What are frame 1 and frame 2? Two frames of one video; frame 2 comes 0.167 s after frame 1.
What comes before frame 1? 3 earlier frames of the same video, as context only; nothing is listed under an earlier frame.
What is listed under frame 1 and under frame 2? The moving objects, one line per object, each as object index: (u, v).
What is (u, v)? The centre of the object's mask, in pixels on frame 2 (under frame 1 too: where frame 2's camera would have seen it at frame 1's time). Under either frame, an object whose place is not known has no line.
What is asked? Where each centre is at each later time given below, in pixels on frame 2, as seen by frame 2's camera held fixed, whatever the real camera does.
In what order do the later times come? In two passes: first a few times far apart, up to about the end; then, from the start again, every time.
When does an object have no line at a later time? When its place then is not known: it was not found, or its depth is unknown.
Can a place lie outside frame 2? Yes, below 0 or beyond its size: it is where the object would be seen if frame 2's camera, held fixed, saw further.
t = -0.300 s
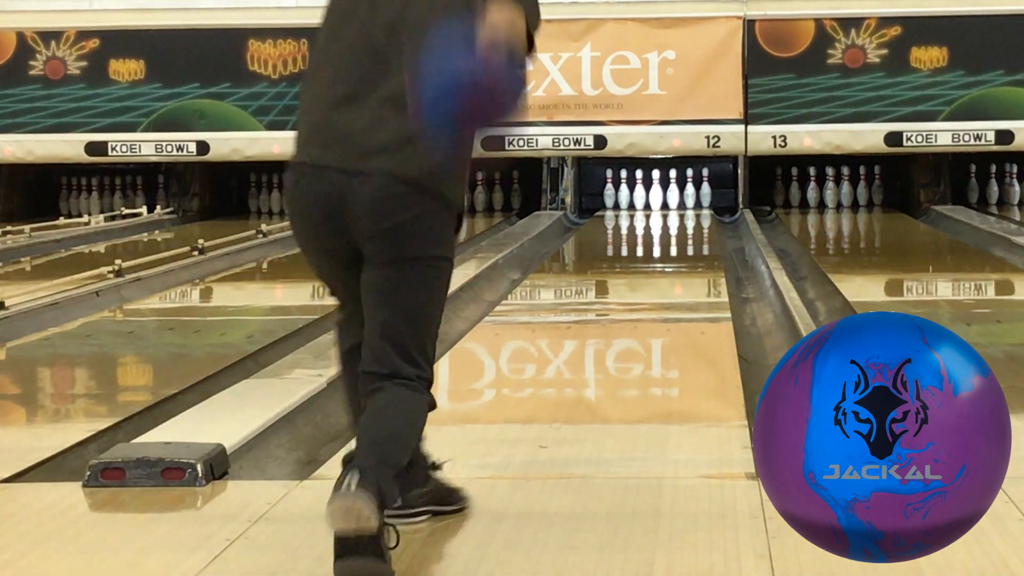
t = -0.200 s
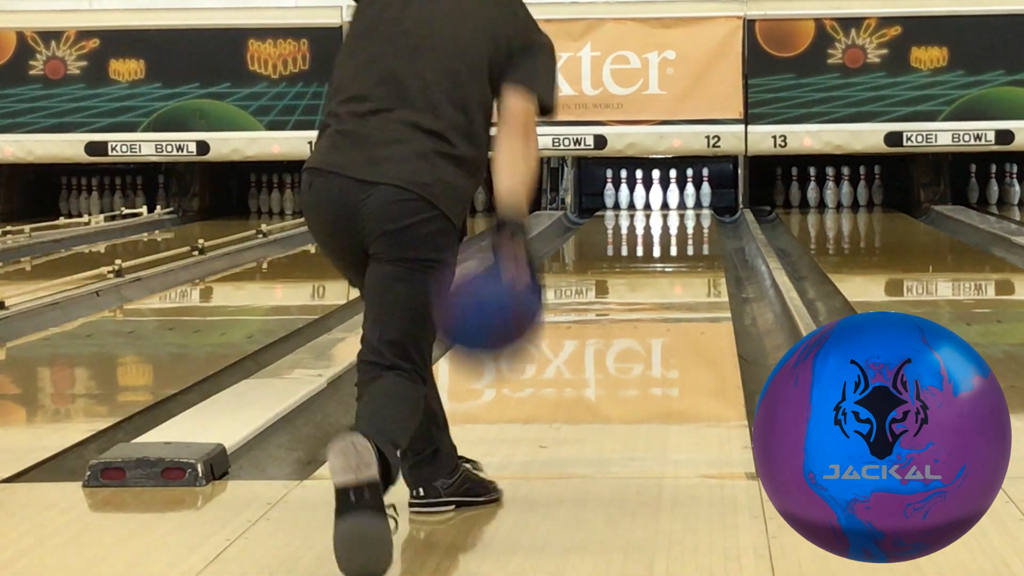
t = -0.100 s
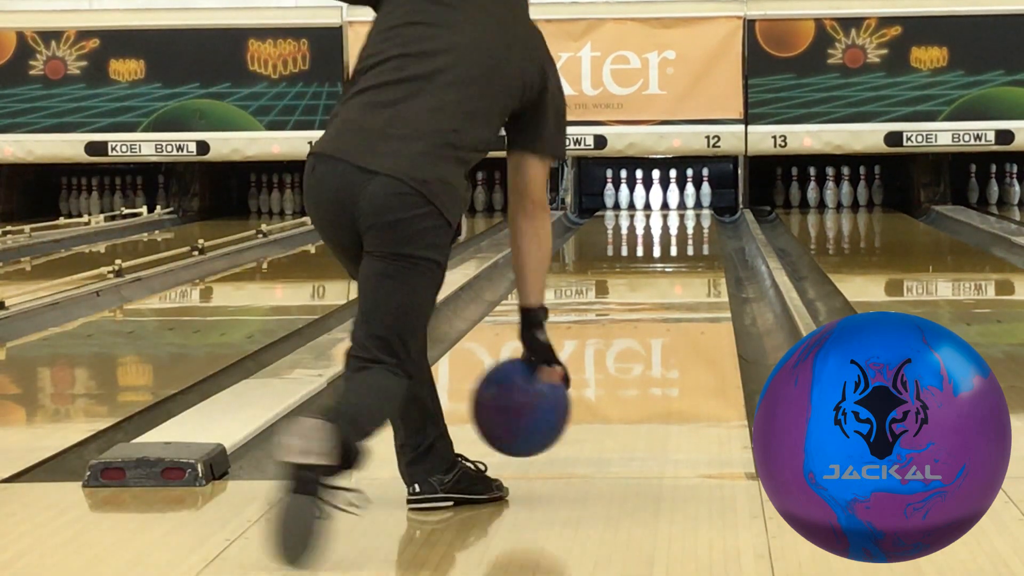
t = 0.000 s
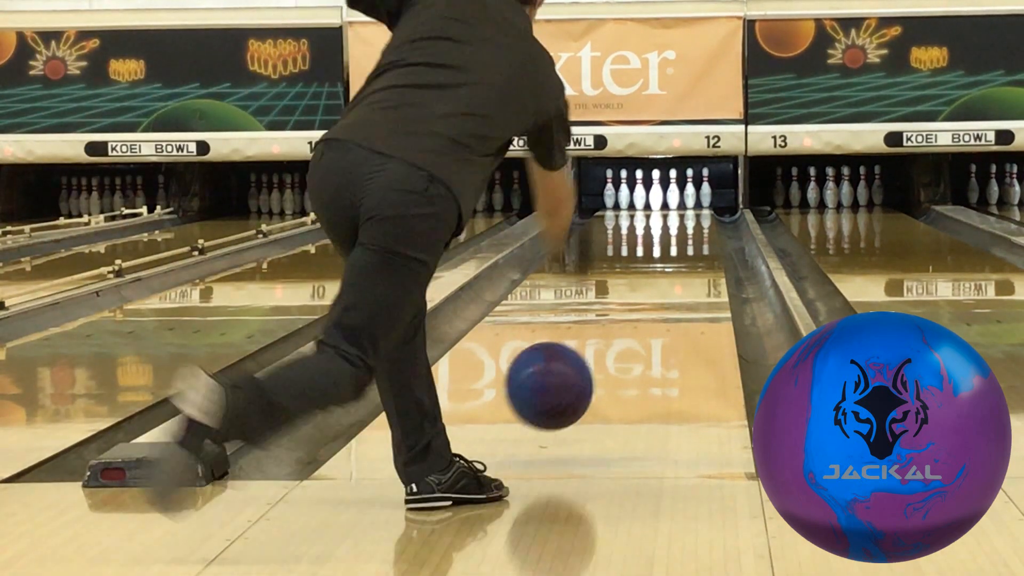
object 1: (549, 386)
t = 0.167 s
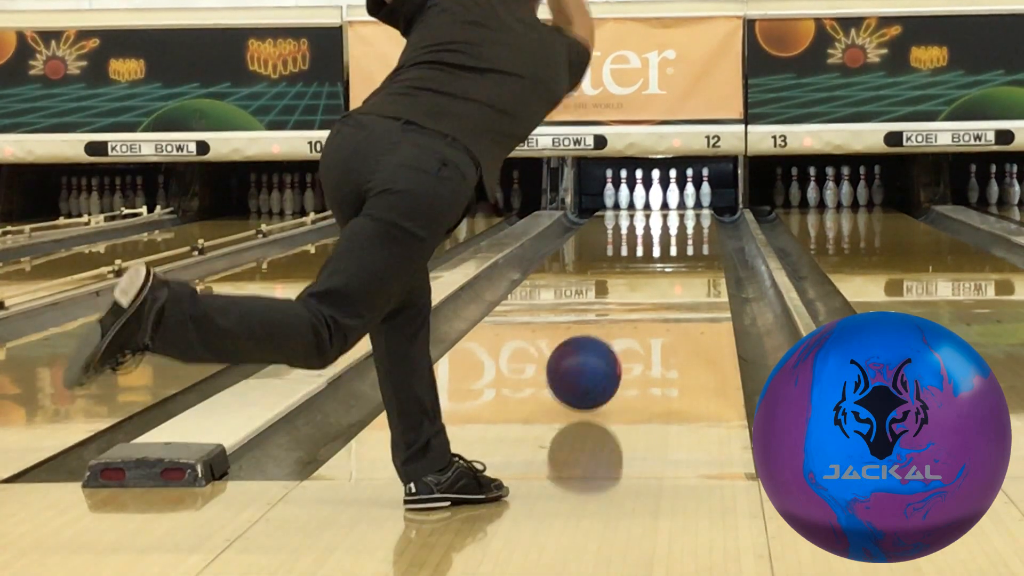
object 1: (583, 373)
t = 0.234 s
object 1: (595, 362)
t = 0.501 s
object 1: (628, 317)
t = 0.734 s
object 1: (648, 290)
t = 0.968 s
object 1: (662, 269)
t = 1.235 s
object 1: (675, 250)
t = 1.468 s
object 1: (682, 238)
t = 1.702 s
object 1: (686, 228)
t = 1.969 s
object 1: (688, 219)
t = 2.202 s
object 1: (685, 212)
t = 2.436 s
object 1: (678, 206)
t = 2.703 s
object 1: (667, 201)
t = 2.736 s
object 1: (666, 201)
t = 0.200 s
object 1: (589, 367)
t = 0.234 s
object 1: (595, 362)
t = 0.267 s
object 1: (599, 357)
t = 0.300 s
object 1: (604, 349)
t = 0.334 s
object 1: (609, 344)
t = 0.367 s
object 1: (613, 338)
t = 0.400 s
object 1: (617, 332)
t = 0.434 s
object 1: (621, 327)
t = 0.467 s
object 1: (624, 322)
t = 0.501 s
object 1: (628, 317)
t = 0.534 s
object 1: (631, 313)
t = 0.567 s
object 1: (634, 308)
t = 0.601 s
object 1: (637, 304)
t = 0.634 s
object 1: (640, 300)
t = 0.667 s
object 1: (643, 297)
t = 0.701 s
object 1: (645, 293)
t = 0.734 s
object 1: (648, 290)
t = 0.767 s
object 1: (650, 287)
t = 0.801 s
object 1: (652, 283)
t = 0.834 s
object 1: (654, 280)
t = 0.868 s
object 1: (656, 277)
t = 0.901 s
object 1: (658, 274)
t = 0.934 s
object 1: (661, 272)
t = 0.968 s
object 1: (662, 269)
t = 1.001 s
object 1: (664, 266)
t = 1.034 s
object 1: (666, 264)
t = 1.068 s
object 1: (667, 261)
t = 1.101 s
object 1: (669, 259)
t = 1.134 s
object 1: (670, 257)
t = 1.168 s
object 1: (672, 254)
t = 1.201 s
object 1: (673, 252)
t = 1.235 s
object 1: (675, 250)
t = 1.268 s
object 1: (676, 248)
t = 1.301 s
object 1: (677, 246)
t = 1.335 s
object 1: (679, 244)
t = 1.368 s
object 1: (680, 242)
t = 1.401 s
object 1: (681, 241)
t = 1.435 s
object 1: (681, 239)
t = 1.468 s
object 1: (682, 238)
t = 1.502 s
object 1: (683, 236)
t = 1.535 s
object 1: (684, 235)
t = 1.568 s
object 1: (684, 234)
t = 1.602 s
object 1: (685, 232)
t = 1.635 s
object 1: (685, 231)
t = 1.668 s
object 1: (686, 230)
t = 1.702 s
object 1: (686, 228)
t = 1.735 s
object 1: (687, 227)
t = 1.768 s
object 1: (687, 226)
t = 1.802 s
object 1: (687, 225)
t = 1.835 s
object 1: (688, 224)
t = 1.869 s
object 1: (688, 223)
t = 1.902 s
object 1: (688, 221)
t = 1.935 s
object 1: (688, 220)
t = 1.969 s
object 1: (688, 219)
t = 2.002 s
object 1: (687, 218)
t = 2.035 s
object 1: (687, 217)
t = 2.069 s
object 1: (687, 216)
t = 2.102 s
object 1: (687, 215)
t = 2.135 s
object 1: (686, 214)
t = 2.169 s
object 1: (686, 213)
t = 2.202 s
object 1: (685, 212)
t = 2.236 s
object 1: (684, 211)
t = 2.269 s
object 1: (683, 210)
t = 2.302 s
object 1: (683, 209)
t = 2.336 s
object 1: (682, 208)
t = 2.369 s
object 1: (681, 208)
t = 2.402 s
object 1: (679, 207)
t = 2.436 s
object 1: (678, 206)
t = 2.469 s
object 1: (677, 205)
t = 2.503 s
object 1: (676, 205)
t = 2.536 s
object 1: (675, 204)
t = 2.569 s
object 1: (673, 203)
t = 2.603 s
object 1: (672, 203)
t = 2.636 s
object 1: (670, 202)
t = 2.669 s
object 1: (669, 202)
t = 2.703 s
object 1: (667, 201)
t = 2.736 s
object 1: (666, 201)
